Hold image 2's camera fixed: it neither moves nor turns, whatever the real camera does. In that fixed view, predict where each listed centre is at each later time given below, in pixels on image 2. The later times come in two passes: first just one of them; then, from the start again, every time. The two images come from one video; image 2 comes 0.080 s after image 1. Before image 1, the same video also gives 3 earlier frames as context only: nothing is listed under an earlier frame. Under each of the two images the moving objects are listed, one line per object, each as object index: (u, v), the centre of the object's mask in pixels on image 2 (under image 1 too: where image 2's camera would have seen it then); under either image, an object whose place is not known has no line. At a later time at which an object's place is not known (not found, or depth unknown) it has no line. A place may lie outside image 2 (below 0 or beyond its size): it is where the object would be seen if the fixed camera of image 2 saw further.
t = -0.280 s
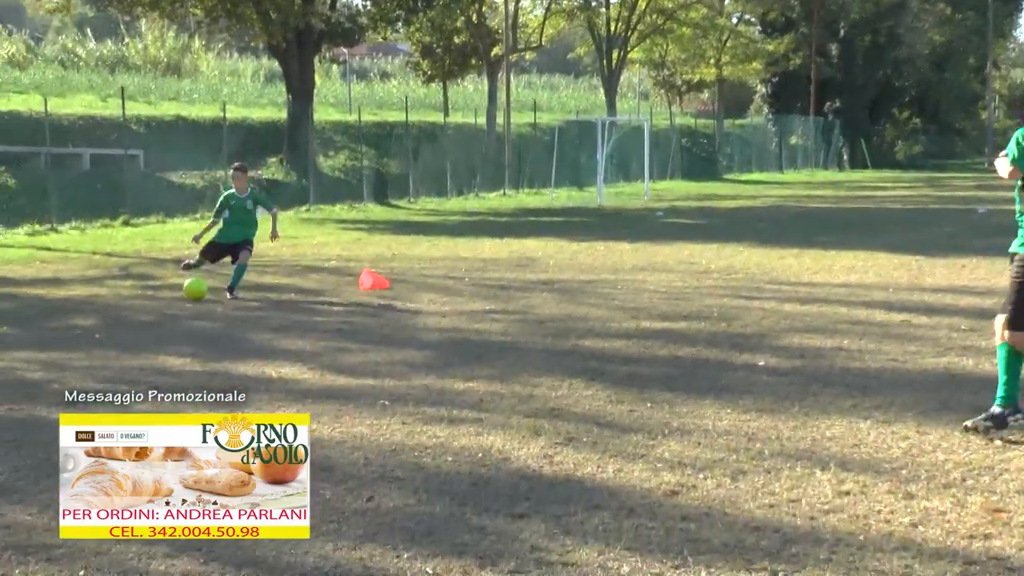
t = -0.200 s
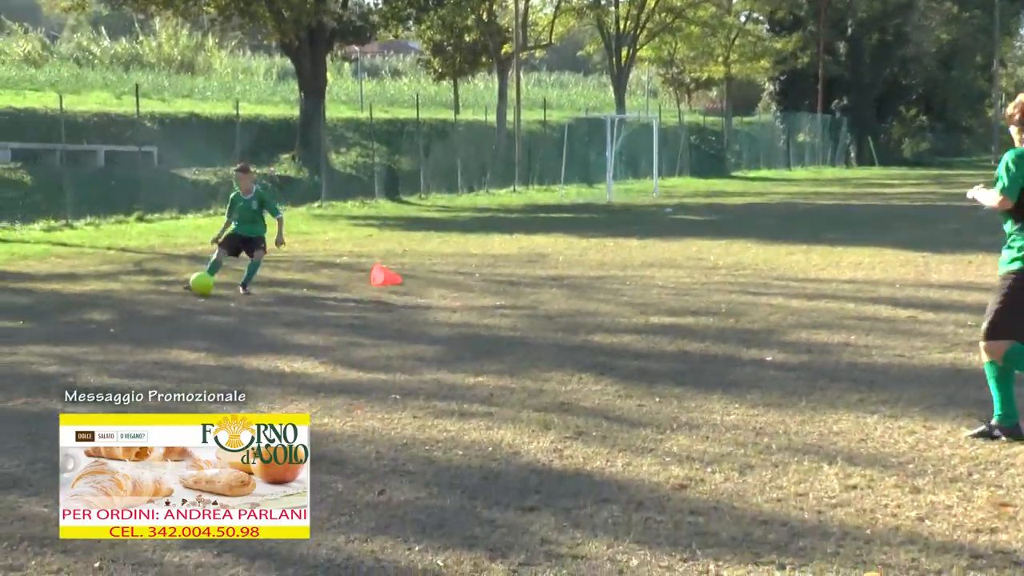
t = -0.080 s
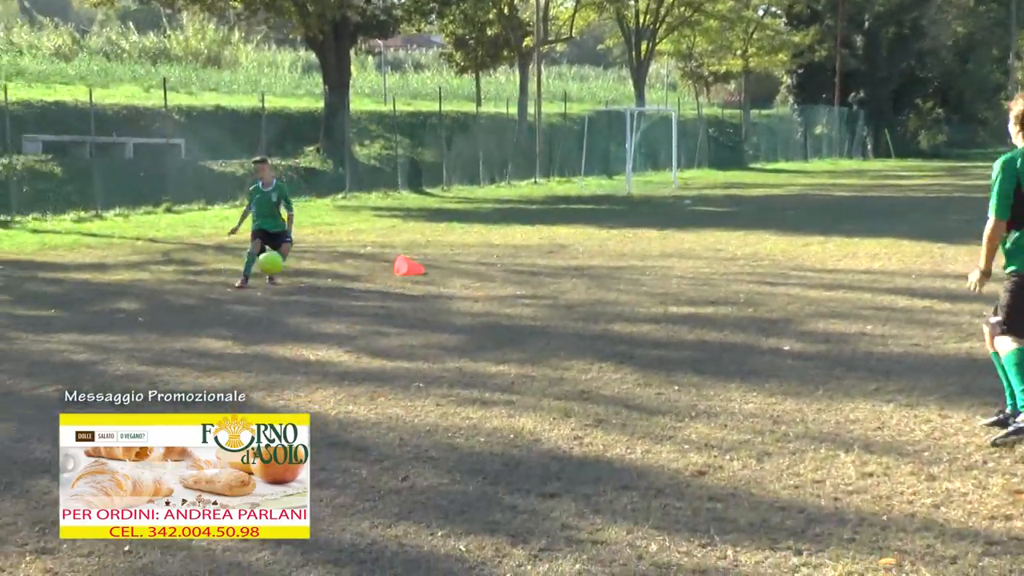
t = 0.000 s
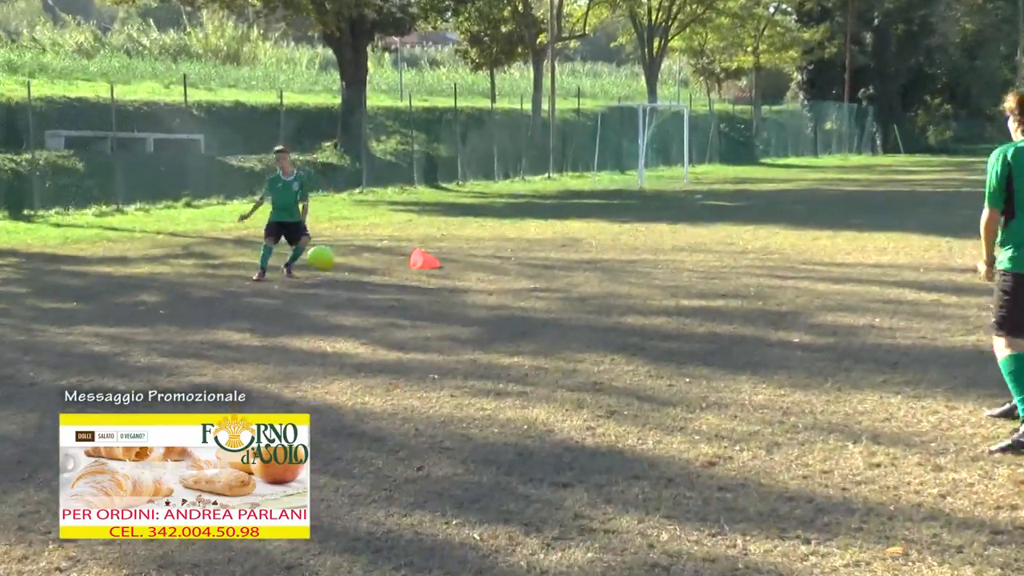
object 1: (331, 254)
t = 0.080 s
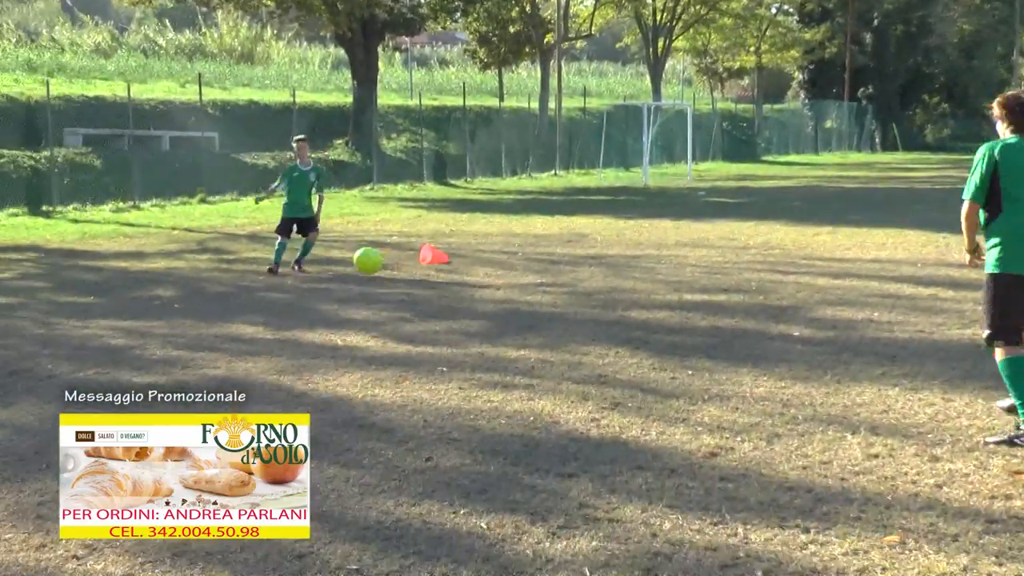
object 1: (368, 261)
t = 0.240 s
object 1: (452, 308)
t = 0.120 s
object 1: (387, 268)
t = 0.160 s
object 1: (407, 278)
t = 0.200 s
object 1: (429, 290)
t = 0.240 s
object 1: (452, 308)
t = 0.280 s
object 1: (477, 329)
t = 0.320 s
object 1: (494, 320)
